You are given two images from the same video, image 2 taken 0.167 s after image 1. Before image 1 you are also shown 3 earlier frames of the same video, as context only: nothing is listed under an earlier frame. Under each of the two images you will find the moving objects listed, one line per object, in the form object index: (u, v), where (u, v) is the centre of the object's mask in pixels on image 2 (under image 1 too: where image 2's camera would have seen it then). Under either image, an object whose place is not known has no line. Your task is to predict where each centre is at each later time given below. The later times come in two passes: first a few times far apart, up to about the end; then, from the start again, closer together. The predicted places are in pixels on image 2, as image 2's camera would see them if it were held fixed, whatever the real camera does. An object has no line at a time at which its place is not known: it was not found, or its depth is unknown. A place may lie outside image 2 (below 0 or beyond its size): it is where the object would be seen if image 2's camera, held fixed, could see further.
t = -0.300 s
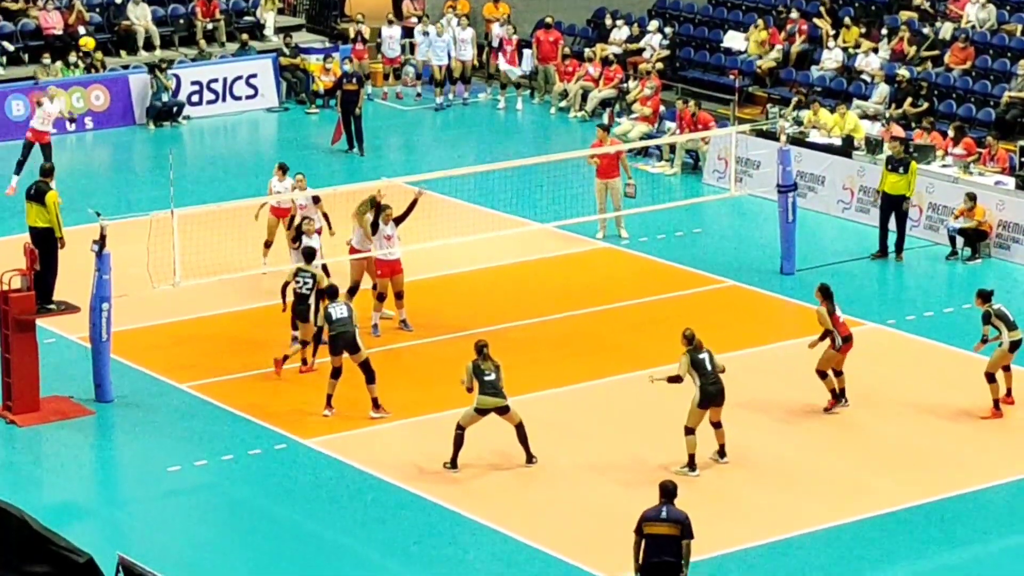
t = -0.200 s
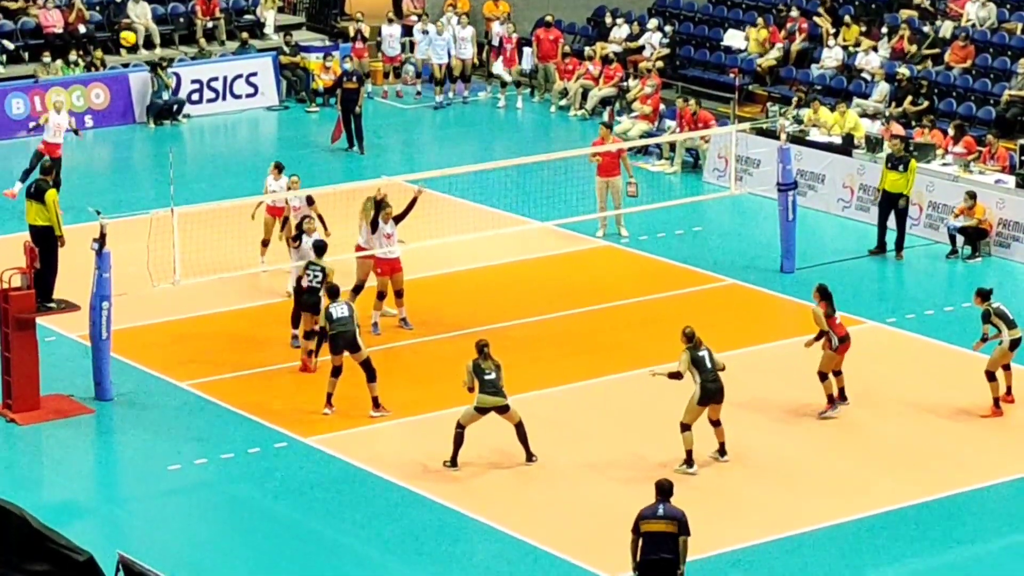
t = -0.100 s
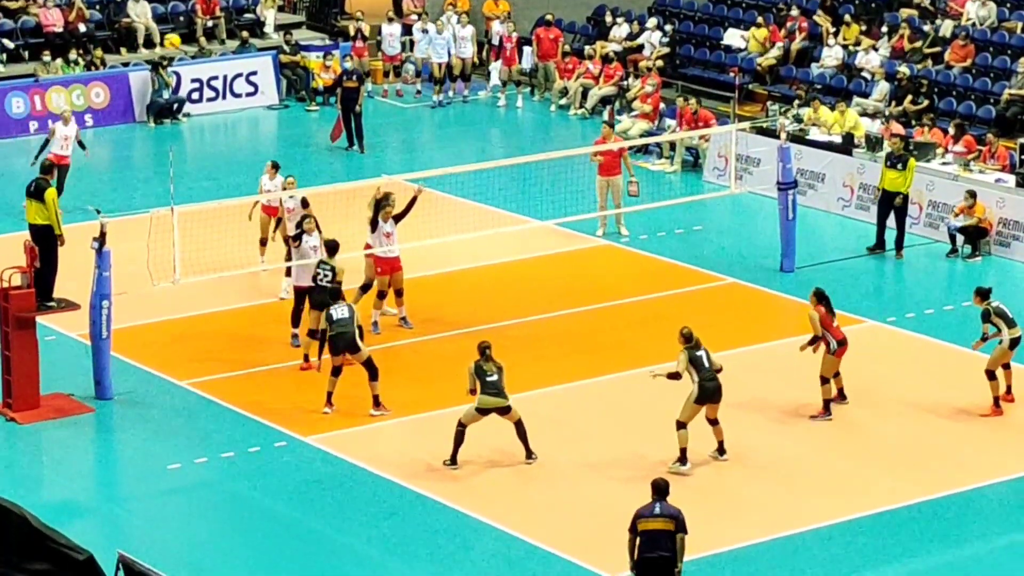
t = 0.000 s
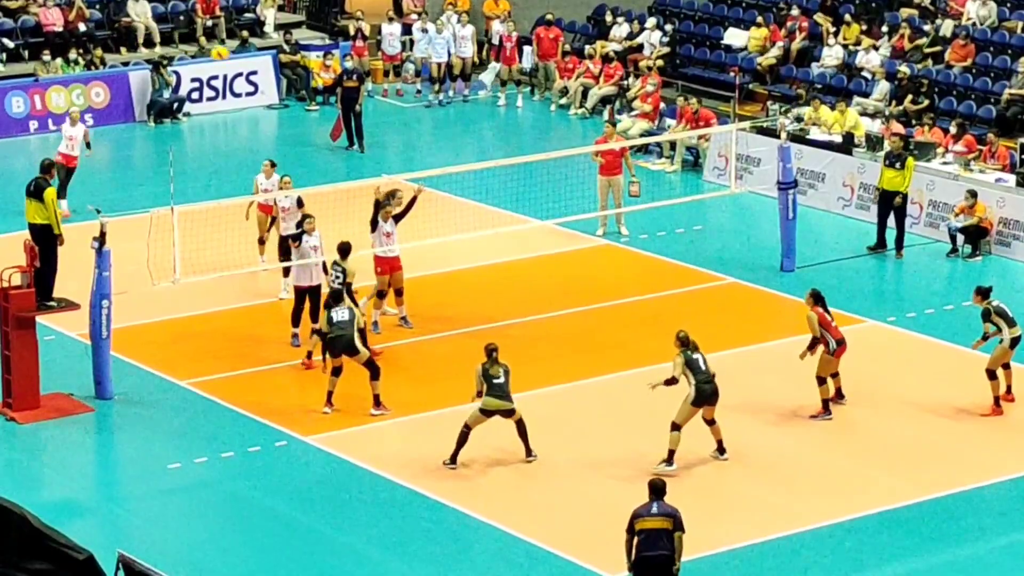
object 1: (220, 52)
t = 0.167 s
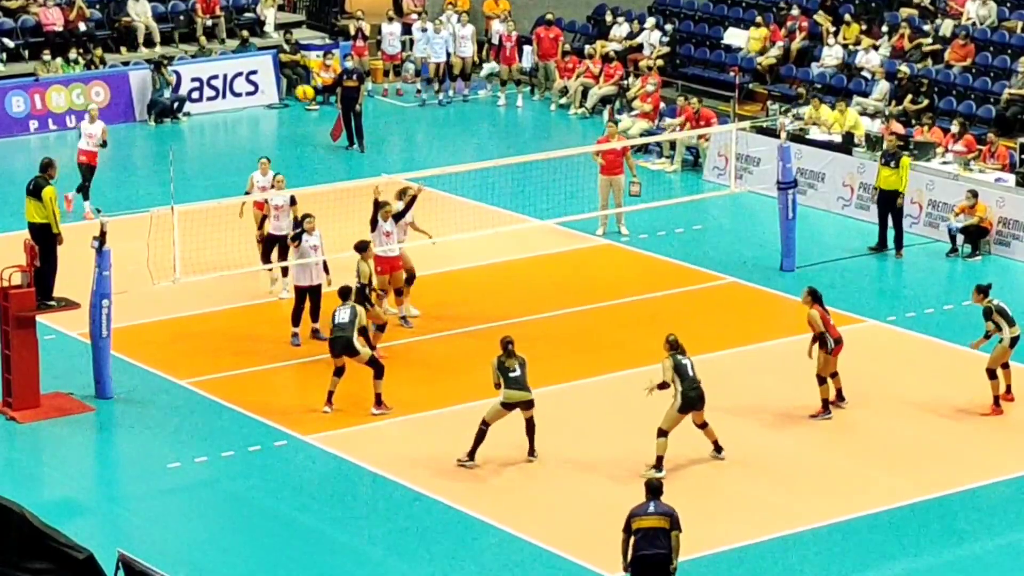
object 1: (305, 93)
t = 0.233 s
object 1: (342, 116)
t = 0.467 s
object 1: (481, 227)
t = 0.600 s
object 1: (566, 314)
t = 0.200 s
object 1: (323, 103)
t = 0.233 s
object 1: (342, 116)
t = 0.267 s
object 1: (361, 129)
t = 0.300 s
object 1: (380, 143)
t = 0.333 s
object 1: (399, 157)
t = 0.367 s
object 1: (419, 173)
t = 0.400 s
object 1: (440, 188)
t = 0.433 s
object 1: (460, 208)
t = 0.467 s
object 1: (481, 227)
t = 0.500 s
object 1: (502, 248)
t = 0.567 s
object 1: (545, 289)
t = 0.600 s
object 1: (566, 314)
